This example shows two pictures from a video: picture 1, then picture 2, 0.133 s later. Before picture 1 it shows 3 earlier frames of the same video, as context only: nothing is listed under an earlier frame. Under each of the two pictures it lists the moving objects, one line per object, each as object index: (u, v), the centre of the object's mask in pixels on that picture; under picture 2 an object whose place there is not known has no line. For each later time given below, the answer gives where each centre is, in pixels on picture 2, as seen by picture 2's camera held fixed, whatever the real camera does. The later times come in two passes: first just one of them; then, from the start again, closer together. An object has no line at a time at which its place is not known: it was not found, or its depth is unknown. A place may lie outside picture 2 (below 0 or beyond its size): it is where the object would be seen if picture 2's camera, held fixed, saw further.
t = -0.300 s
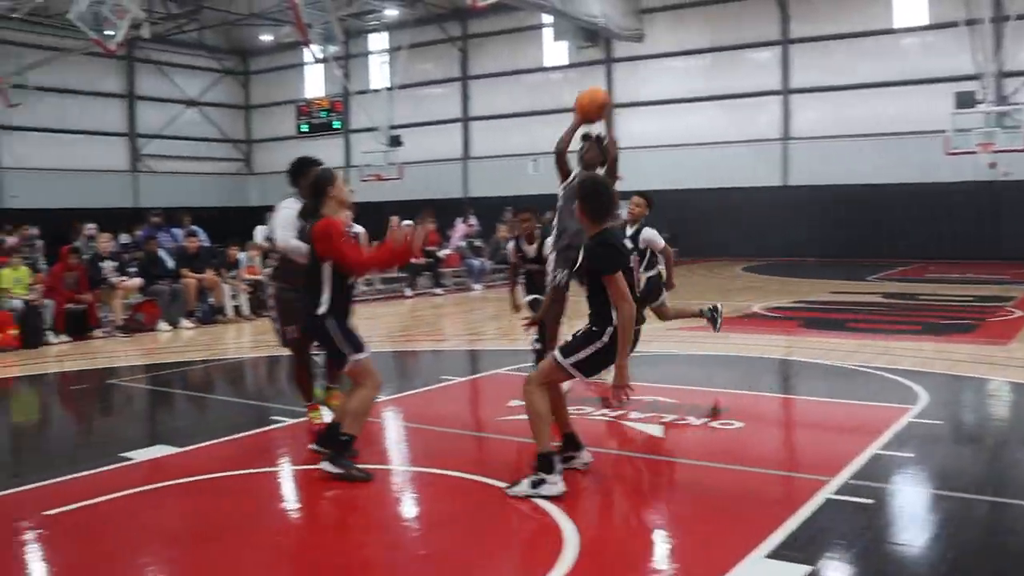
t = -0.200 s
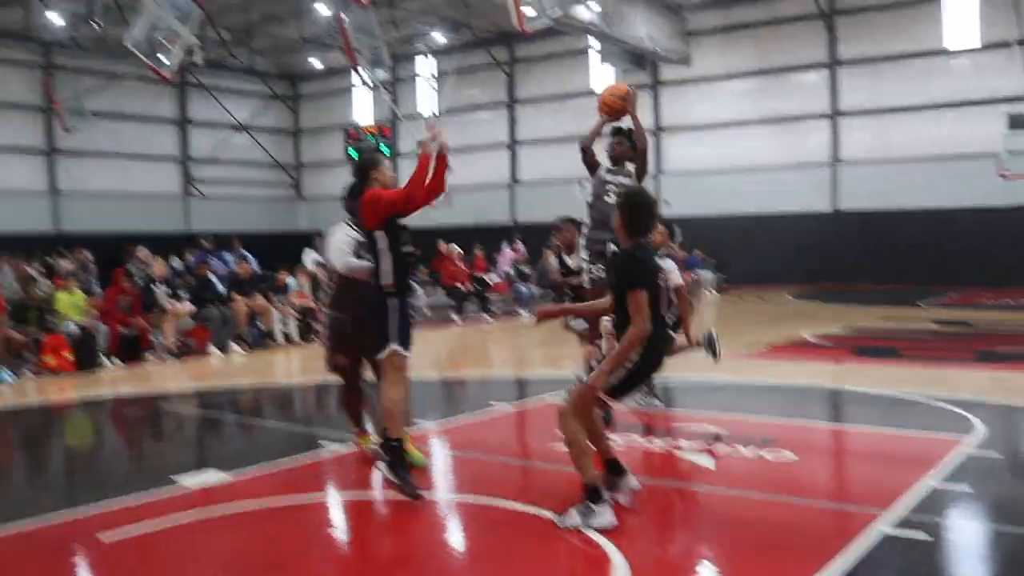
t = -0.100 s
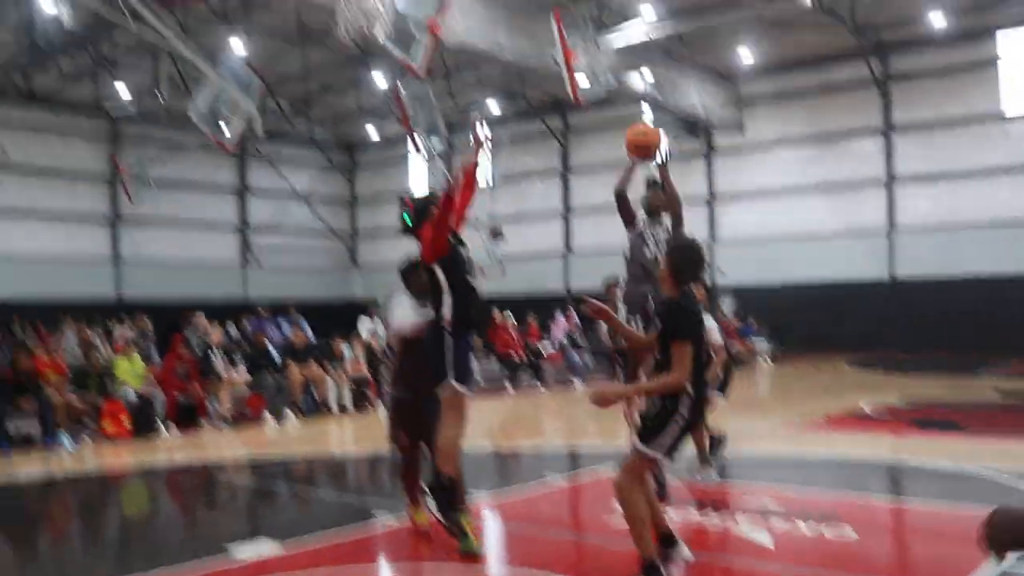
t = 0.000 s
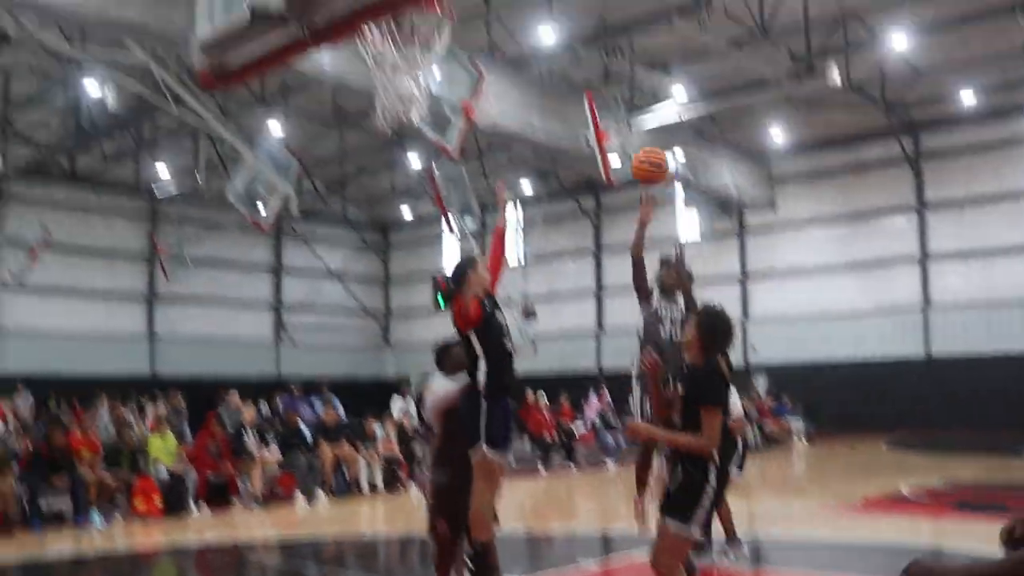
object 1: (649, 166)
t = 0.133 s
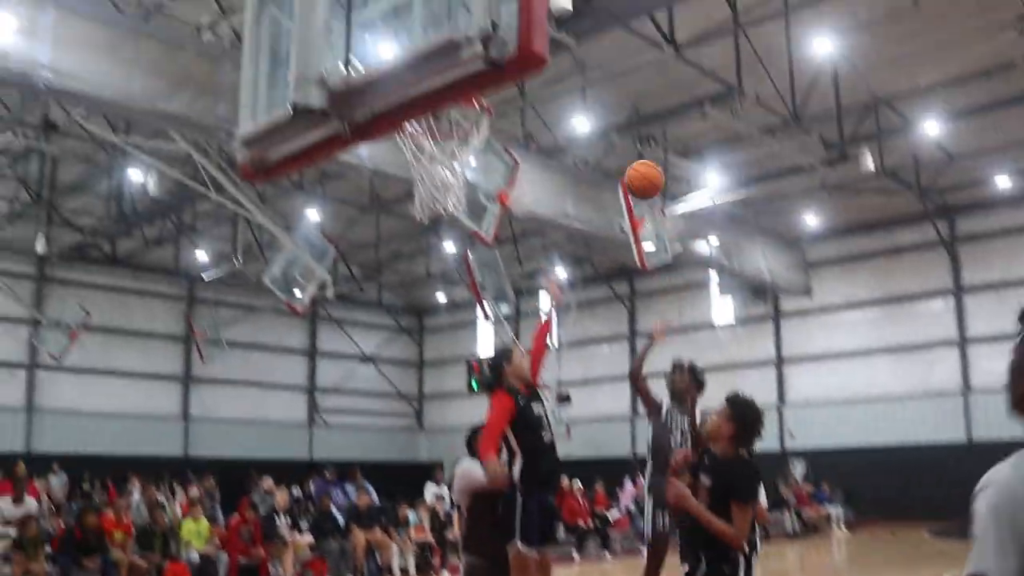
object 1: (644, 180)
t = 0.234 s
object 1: (613, 140)
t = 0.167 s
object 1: (633, 164)
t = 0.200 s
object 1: (623, 151)
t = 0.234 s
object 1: (613, 140)
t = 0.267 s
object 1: (604, 129)
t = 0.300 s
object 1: (591, 119)
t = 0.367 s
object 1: (568, 104)
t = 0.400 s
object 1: (558, 102)
